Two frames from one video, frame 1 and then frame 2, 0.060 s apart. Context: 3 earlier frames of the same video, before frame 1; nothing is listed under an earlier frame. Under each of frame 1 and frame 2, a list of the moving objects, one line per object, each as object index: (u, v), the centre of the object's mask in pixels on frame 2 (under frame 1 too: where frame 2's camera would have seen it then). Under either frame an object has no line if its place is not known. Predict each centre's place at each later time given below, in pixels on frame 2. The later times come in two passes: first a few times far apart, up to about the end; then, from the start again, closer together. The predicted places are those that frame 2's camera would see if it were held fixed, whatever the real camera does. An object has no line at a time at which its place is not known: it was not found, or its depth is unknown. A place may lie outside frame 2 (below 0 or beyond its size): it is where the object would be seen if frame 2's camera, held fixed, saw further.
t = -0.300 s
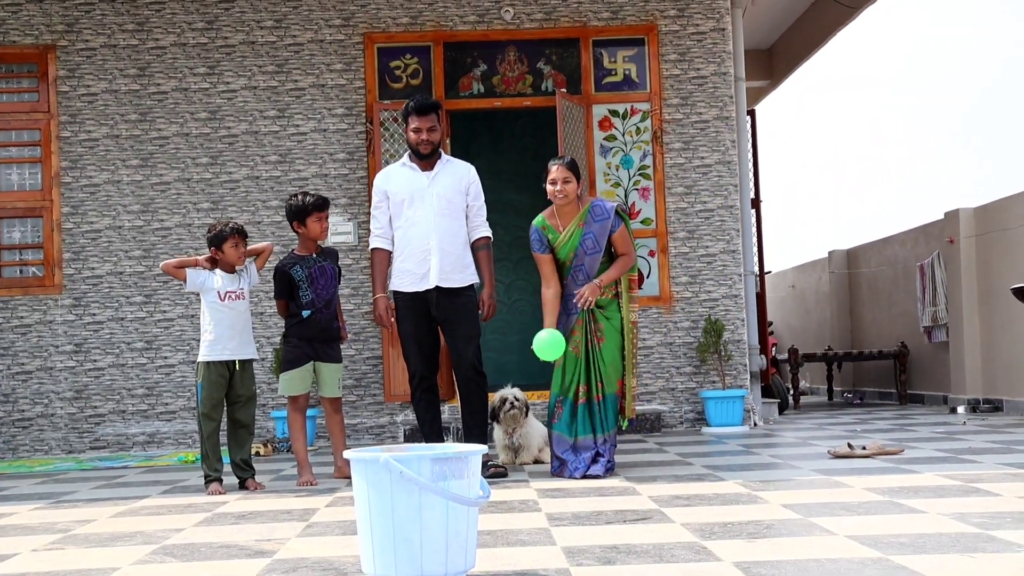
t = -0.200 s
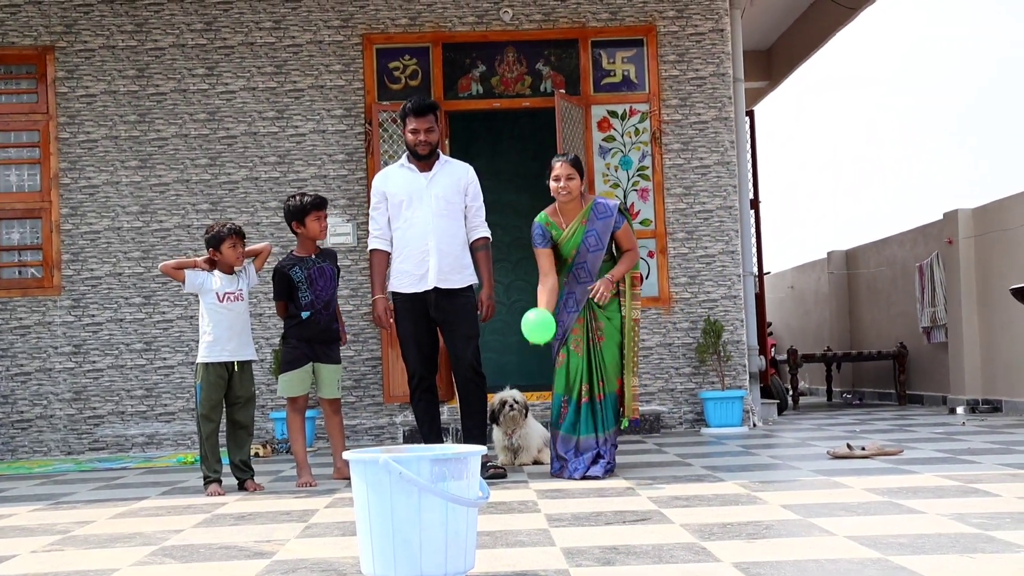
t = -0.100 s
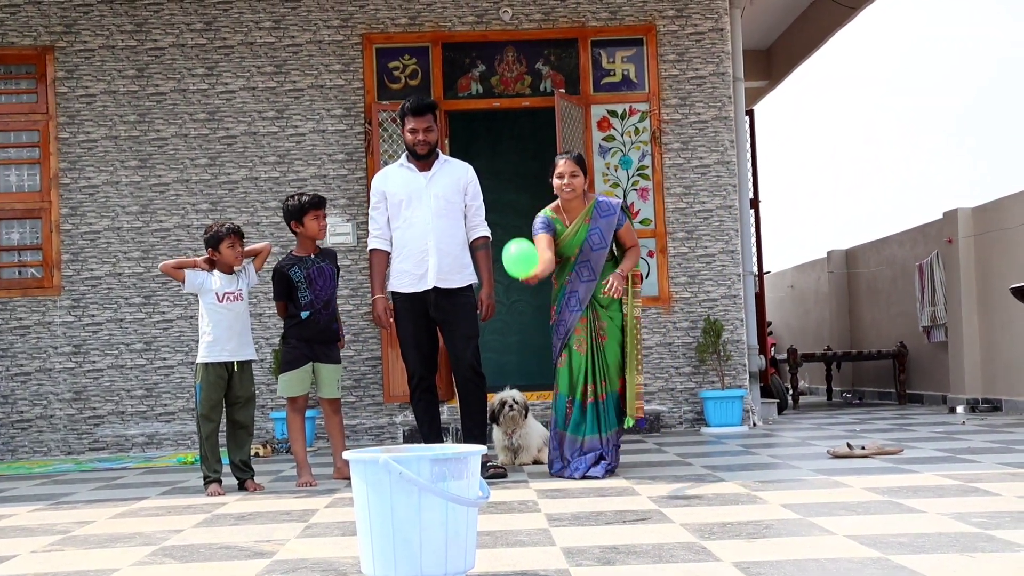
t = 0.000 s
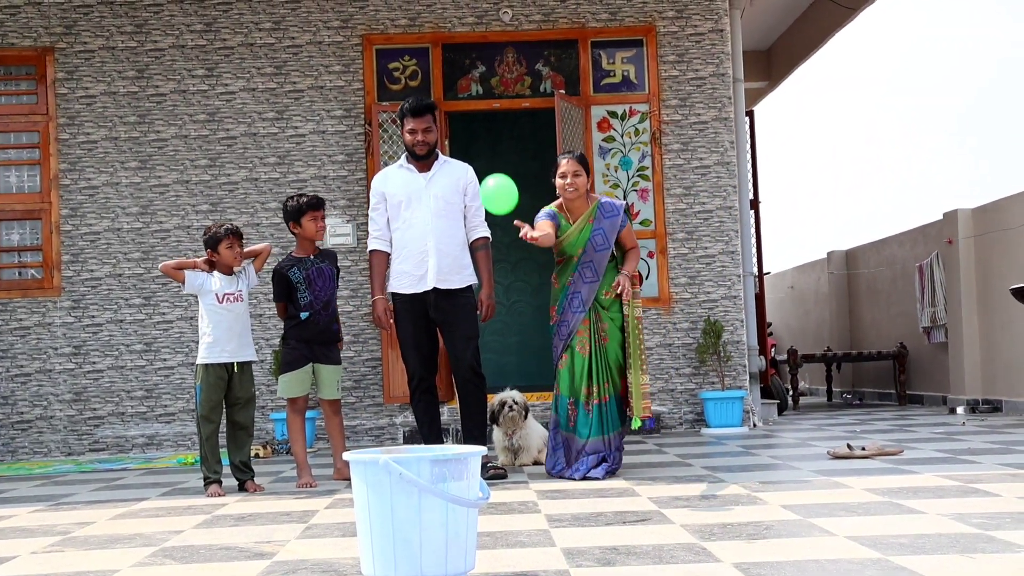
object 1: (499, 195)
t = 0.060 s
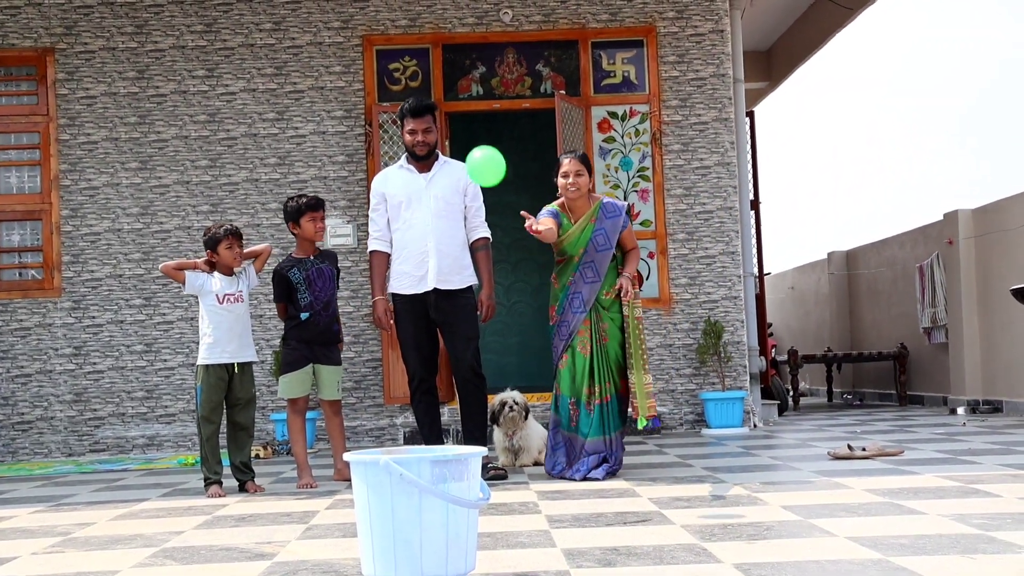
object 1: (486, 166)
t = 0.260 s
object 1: (442, 138)
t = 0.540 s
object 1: (376, 328)
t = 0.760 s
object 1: (408, 359)
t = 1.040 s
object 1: (539, 507)
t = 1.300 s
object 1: (728, 484)
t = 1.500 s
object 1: (959, 559)
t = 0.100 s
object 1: (477, 152)
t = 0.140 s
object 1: (468, 142)
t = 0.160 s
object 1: (464, 139)
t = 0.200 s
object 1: (455, 135)
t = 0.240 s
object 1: (446, 136)
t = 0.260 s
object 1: (442, 138)
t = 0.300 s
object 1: (433, 146)
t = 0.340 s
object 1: (424, 159)
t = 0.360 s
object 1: (419, 167)
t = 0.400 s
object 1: (410, 190)
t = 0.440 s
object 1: (401, 221)
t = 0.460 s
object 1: (395, 238)
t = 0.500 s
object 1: (385, 279)
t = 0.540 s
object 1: (376, 328)
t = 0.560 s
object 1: (371, 357)
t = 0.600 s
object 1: (362, 419)
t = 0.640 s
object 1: (371, 405)
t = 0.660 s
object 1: (376, 395)
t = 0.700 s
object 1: (388, 377)
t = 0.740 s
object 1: (401, 364)
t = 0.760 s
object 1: (408, 359)
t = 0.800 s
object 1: (423, 356)
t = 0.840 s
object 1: (439, 360)
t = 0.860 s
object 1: (447, 364)
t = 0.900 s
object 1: (465, 378)
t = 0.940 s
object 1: (485, 402)
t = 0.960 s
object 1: (496, 417)
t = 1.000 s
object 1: (517, 457)
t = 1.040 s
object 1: (539, 507)
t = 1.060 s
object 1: (551, 537)
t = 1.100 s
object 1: (575, 575)
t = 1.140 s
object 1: (606, 571)
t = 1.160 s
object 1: (621, 562)
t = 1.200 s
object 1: (651, 540)
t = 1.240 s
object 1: (680, 515)
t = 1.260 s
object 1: (695, 504)
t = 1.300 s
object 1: (728, 484)
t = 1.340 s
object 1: (768, 474)
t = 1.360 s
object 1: (791, 474)
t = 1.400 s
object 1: (838, 487)
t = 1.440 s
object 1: (887, 516)
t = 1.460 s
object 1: (912, 534)
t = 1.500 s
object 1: (959, 559)
